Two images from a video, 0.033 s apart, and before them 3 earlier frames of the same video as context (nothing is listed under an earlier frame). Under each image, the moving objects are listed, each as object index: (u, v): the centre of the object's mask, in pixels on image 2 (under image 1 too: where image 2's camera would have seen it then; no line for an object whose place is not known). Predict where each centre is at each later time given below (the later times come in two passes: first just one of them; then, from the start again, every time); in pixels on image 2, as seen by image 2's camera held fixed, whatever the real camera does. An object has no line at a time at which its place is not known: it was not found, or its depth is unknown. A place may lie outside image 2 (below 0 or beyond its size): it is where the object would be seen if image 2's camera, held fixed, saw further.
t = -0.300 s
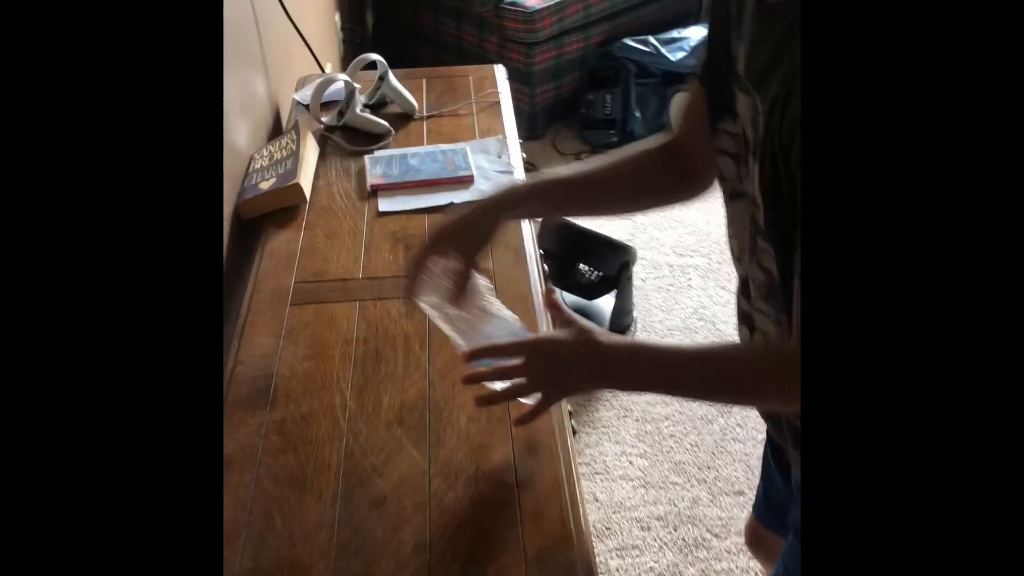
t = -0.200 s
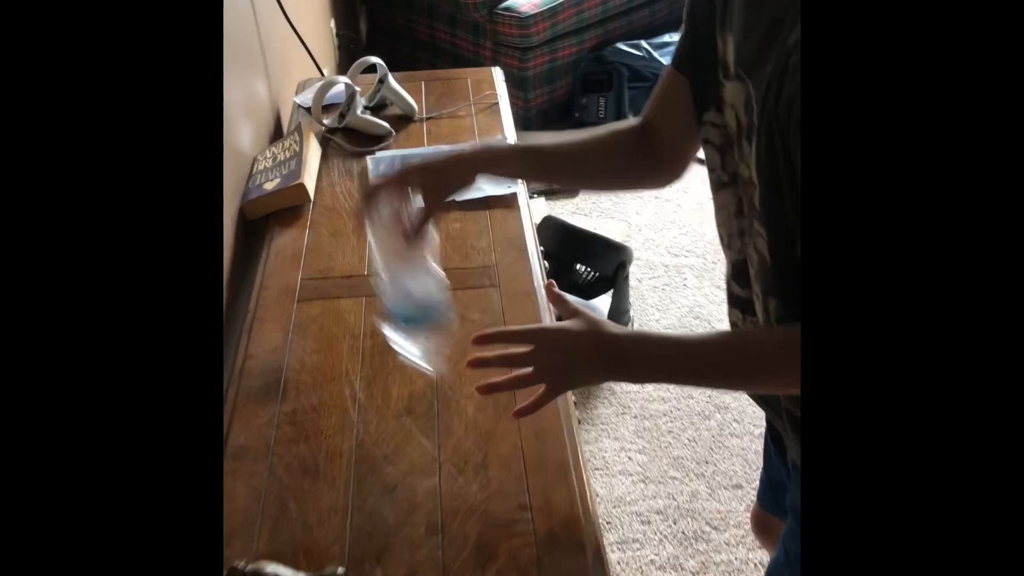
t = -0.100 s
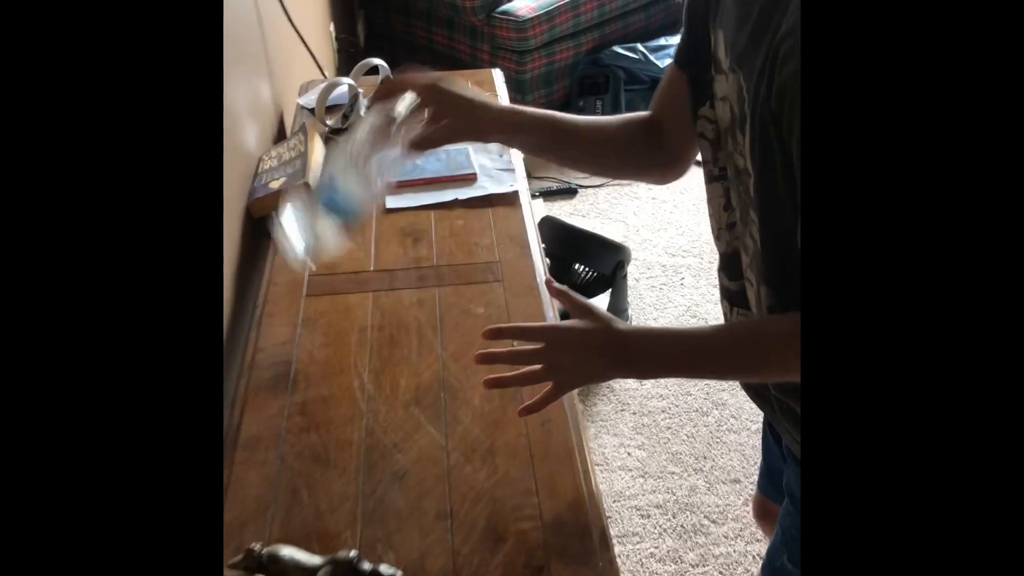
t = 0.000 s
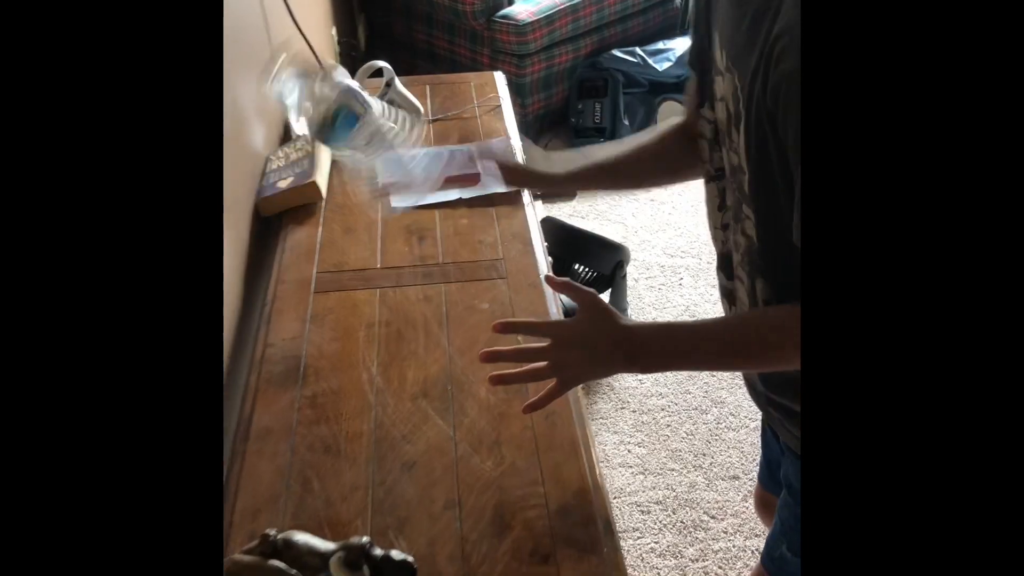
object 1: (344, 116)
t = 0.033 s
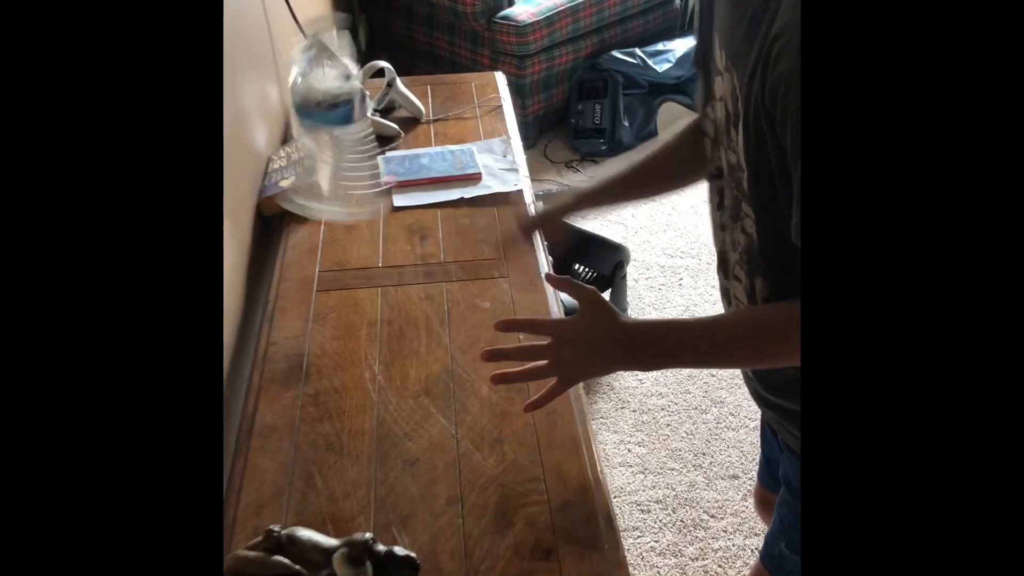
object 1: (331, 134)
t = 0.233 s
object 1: (365, 154)
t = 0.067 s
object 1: (304, 112)
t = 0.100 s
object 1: (303, 88)
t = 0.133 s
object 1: (302, 79)
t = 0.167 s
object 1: (327, 91)
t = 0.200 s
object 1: (343, 114)
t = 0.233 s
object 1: (365, 154)
